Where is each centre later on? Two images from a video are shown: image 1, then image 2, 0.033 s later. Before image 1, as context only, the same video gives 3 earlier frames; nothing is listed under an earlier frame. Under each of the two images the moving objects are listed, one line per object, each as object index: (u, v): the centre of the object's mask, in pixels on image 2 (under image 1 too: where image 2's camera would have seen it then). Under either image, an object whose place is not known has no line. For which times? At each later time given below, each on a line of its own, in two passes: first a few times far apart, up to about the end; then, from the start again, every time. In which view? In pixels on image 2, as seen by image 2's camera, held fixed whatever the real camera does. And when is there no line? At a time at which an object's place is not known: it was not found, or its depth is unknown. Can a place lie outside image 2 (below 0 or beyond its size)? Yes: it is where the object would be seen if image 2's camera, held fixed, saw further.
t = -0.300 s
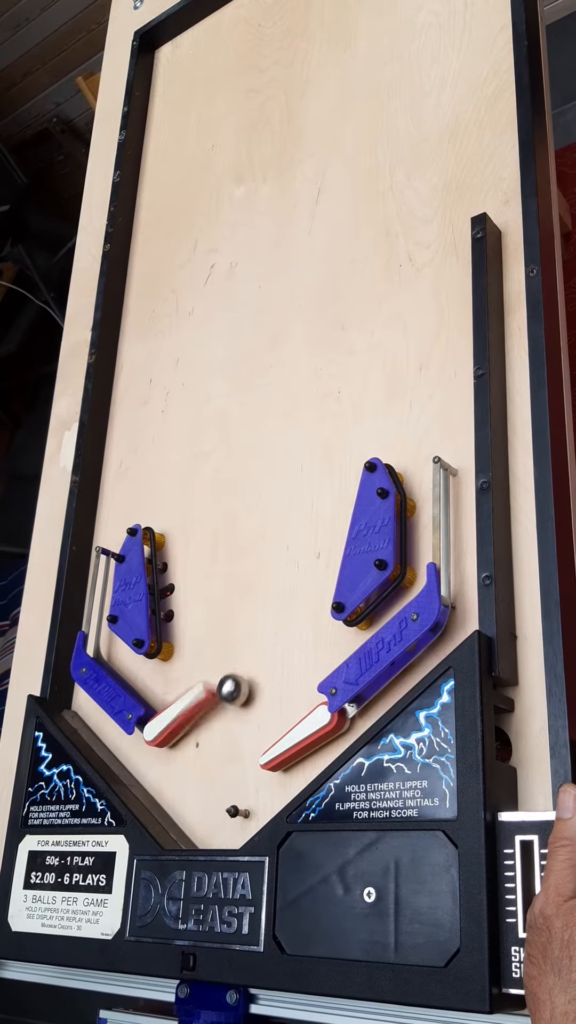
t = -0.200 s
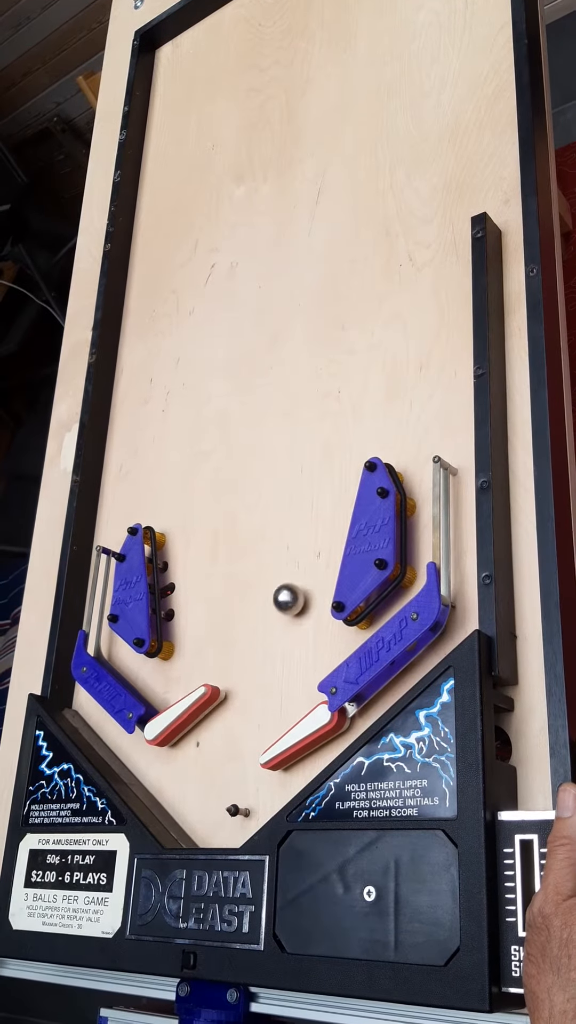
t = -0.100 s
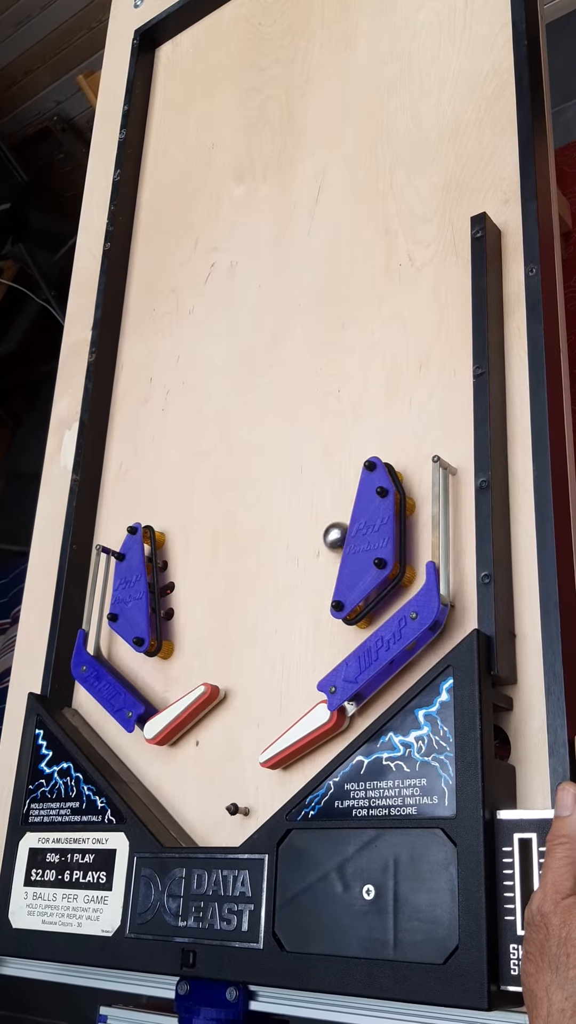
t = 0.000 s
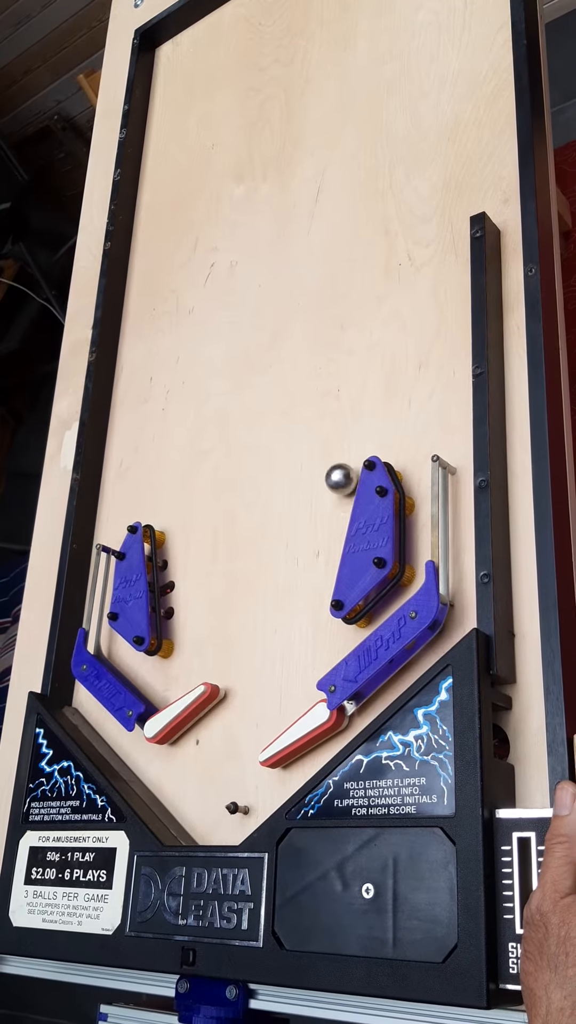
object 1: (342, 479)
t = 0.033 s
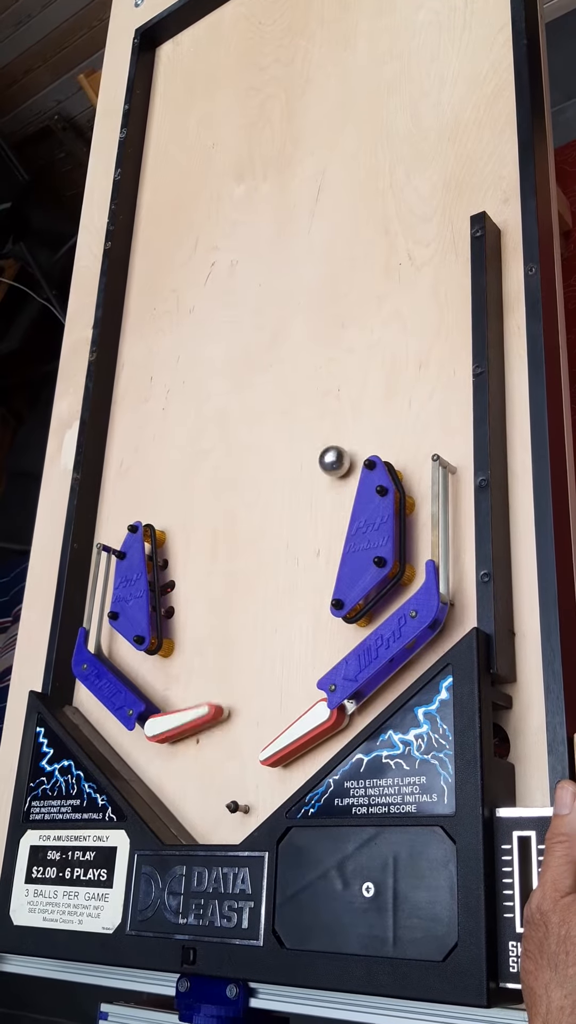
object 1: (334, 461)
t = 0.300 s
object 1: (285, 367)
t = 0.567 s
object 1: (244, 333)
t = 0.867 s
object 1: (202, 351)
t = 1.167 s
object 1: (161, 424)
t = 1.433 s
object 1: (117, 535)
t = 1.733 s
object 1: (135, 517)
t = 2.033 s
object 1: (122, 531)
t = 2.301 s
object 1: (110, 578)
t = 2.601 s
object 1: (119, 651)
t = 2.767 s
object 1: (147, 676)
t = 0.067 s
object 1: (328, 445)
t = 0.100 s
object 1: (321, 431)
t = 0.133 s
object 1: (315, 418)
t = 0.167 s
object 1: (309, 405)
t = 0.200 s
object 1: (303, 394)
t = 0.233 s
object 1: (296, 384)
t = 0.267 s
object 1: (291, 375)
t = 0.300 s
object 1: (285, 367)
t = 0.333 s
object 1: (280, 359)
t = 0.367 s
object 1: (274, 353)
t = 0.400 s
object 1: (269, 348)
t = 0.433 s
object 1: (264, 343)
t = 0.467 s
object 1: (259, 339)
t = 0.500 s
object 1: (254, 336)
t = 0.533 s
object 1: (249, 334)
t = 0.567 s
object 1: (244, 333)
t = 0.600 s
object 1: (239, 332)
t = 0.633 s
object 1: (234, 332)
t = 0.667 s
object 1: (230, 332)
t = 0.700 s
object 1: (225, 334)
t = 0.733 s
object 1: (220, 336)
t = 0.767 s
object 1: (216, 339)
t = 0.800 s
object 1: (211, 342)
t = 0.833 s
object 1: (206, 346)
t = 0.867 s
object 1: (202, 351)
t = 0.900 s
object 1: (198, 357)
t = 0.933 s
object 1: (193, 363)
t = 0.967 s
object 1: (188, 369)
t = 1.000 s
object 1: (184, 377)
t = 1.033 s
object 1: (179, 385)
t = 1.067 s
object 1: (175, 394)
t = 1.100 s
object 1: (170, 403)
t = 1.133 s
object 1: (166, 413)
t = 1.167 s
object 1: (161, 424)
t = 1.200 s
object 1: (156, 436)
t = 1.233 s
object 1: (152, 448)
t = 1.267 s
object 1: (147, 461)
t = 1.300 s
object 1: (142, 474)
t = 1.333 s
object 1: (137, 489)
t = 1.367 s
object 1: (133, 504)
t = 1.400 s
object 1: (126, 518)
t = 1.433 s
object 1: (117, 535)
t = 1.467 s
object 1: (119, 543)
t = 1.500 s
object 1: (117, 540)
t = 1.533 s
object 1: (119, 535)
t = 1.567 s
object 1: (121, 530)
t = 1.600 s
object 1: (124, 526)
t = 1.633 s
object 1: (127, 522)
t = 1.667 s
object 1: (131, 519)
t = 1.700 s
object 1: (133, 518)
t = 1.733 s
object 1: (135, 517)
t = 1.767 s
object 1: (136, 517)
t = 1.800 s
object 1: (138, 517)
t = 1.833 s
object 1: (138, 517)
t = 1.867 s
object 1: (137, 517)
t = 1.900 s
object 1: (135, 518)
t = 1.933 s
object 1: (133, 520)
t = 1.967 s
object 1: (130, 522)
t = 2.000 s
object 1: (126, 526)
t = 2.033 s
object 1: (122, 531)
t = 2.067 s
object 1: (120, 537)
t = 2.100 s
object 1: (118, 541)
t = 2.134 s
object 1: (116, 548)
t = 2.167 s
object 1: (113, 555)
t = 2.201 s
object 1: (111, 562)
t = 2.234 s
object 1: (110, 567)
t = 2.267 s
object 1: (110, 572)
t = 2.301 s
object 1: (110, 578)
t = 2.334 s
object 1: (109, 585)
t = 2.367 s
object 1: (108, 591)
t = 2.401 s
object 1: (107, 599)
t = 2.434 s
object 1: (106, 608)
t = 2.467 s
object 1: (105, 619)
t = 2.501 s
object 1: (107, 631)
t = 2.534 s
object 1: (110, 641)
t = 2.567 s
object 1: (114, 646)
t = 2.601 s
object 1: (119, 651)
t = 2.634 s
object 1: (124, 655)
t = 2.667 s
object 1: (129, 660)
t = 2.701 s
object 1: (136, 665)
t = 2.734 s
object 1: (141, 670)
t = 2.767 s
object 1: (147, 676)
